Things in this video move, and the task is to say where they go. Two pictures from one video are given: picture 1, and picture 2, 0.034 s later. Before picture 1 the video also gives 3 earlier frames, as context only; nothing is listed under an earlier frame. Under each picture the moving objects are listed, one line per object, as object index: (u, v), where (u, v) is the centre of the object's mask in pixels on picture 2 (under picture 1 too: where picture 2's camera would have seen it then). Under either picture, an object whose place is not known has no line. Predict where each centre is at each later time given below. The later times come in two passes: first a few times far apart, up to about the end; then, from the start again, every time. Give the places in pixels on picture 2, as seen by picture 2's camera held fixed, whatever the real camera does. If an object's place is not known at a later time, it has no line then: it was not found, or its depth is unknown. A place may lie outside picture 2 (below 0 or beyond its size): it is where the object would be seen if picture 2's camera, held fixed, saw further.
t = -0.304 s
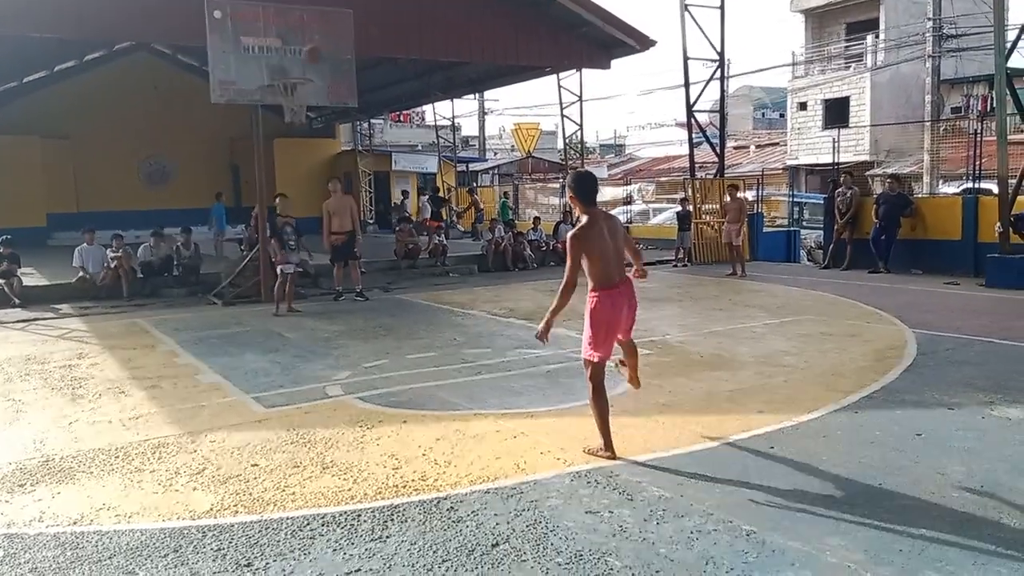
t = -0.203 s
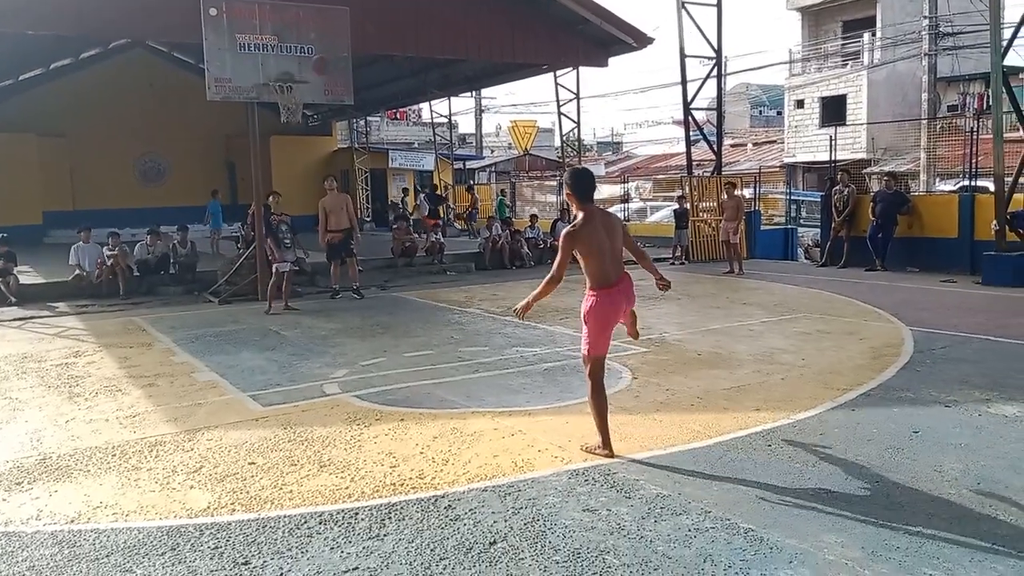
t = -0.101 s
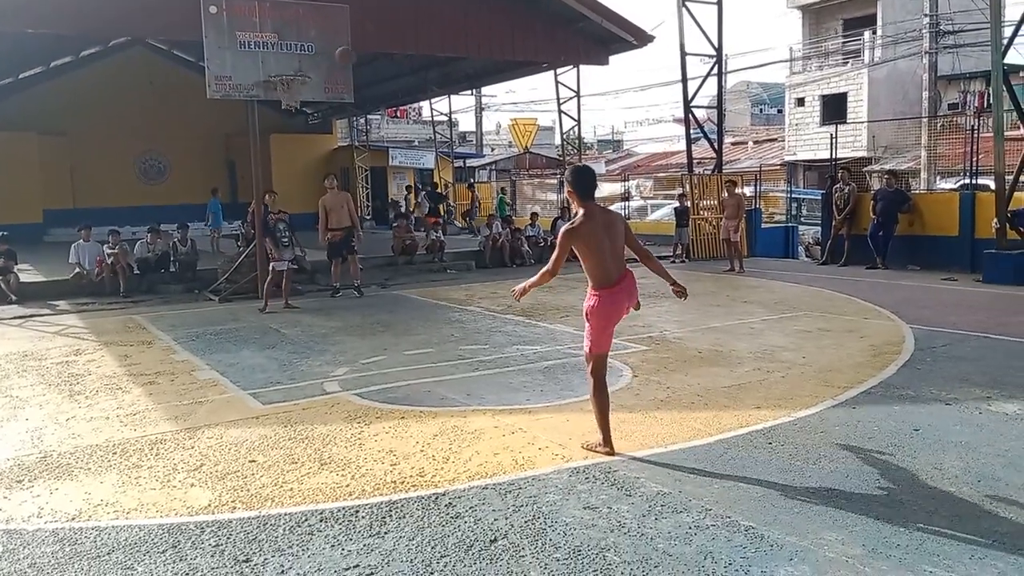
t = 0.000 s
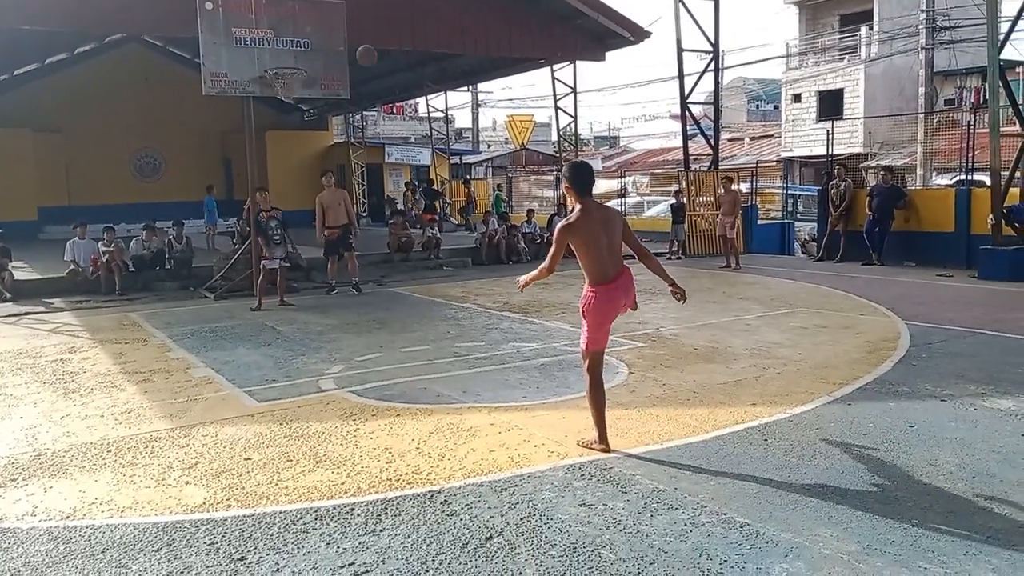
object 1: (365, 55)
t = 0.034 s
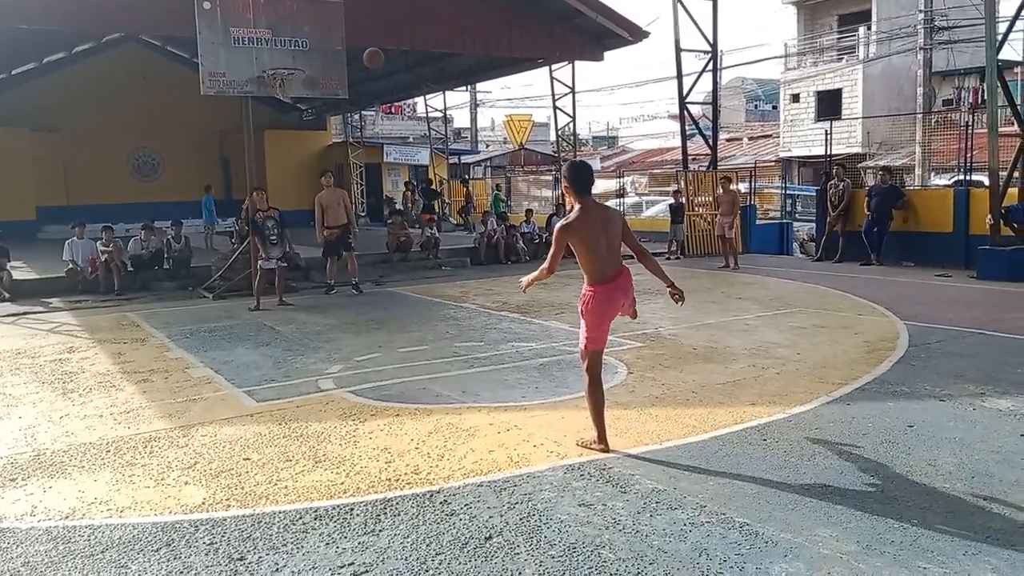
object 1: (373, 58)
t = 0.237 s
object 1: (425, 97)
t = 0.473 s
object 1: (487, 187)
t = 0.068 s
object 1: (382, 62)
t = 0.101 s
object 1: (390, 67)
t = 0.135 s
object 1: (399, 73)
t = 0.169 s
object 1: (408, 79)
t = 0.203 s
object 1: (417, 87)
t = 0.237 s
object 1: (425, 97)
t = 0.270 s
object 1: (435, 108)
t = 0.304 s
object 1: (443, 118)
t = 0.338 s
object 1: (453, 130)
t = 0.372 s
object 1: (462, 143)
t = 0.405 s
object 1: (471, 158)
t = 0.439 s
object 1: (480, 172)
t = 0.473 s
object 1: (487, 187)
